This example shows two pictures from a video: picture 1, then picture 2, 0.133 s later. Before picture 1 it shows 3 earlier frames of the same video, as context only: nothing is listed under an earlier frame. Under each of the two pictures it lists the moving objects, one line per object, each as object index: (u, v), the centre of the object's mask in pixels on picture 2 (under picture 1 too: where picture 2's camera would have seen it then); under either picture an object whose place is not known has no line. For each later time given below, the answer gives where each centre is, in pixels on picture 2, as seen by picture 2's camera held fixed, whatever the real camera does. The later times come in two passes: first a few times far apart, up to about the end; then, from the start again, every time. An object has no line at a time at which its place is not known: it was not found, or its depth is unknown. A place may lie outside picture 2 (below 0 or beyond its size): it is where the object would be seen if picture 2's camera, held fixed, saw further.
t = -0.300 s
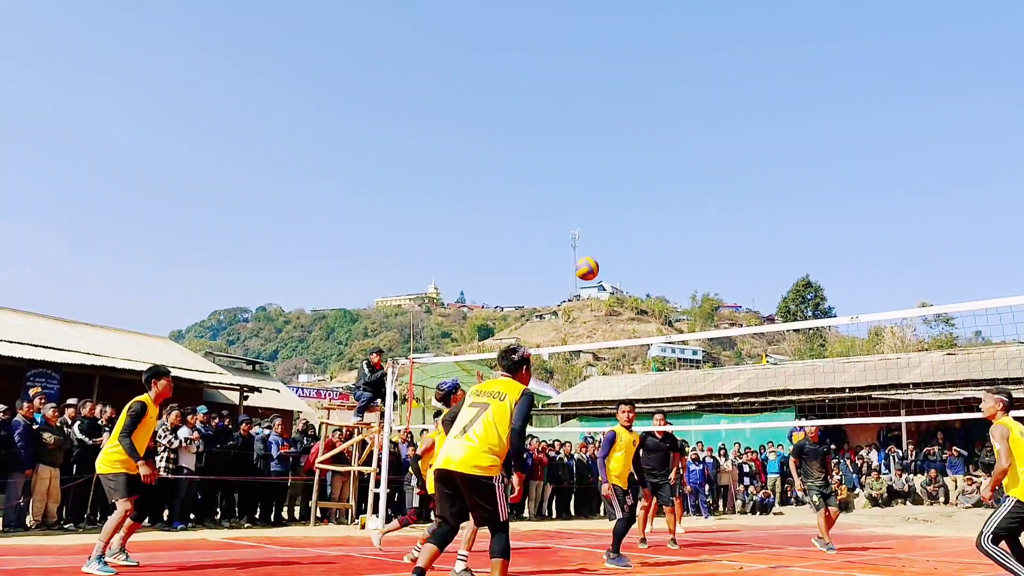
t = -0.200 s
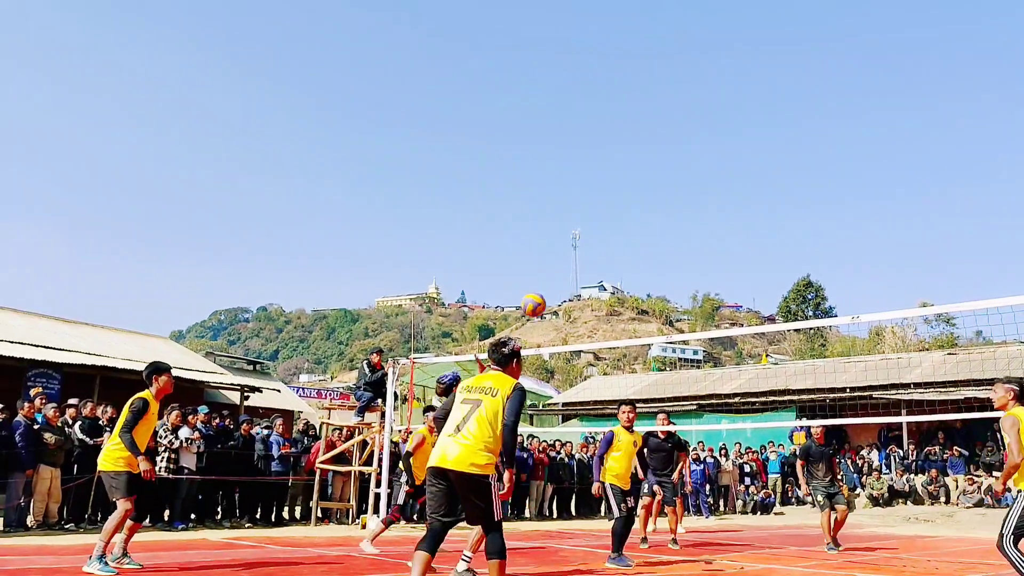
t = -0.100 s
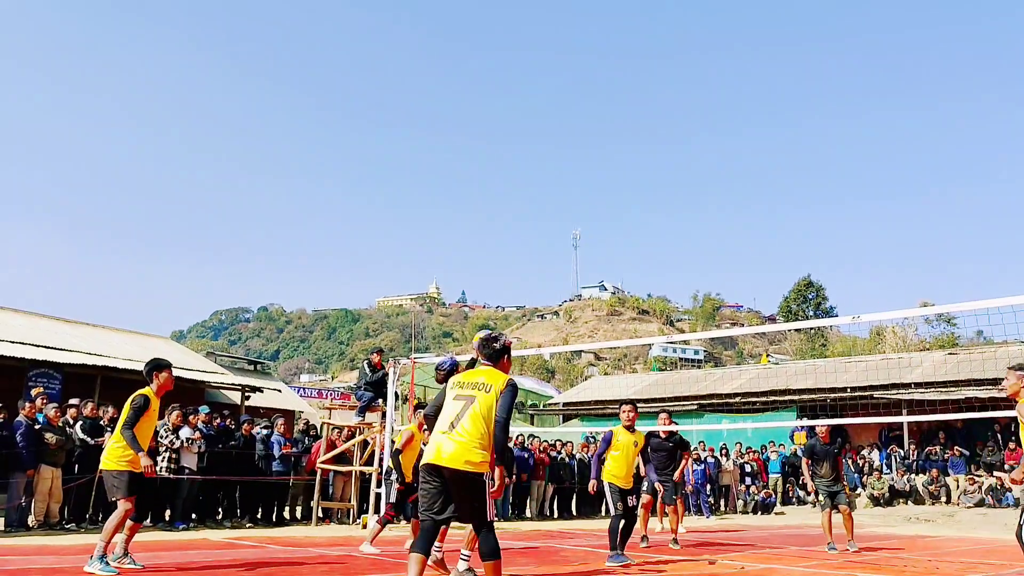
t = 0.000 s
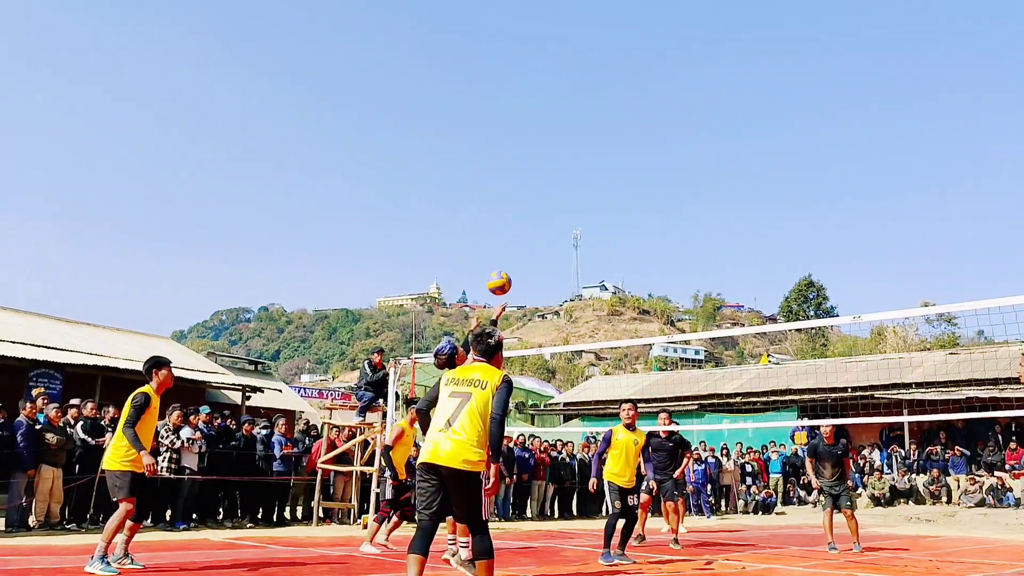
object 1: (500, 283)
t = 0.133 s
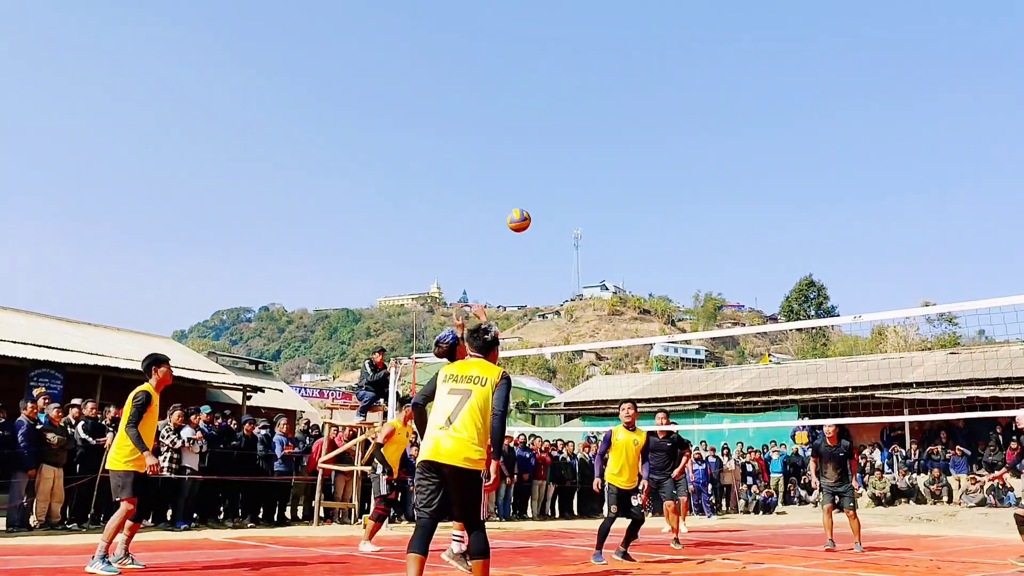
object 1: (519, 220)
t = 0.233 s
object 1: (532, 189)
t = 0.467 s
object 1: (563, 159)
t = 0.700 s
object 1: (592, 185)
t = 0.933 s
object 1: (618, 264)
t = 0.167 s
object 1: (523, 208)
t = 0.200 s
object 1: (528, 198)
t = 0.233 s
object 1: (532, 189)
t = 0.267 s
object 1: (537, 181)
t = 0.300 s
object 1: (541, 174)
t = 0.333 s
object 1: (546, 169)
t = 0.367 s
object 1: (550, 165)
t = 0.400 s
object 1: (554, 162)
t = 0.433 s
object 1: (559, 160)
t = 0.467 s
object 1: (563, 159)
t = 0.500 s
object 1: (567, 160)
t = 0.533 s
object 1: (572, 161)
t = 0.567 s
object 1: (576, 164)
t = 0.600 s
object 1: (580, 168)
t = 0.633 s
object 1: (584, 173)
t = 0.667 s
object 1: (588, 178)
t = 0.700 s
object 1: (592, 185)
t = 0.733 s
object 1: (596, 194)
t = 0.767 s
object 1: (600, 203)
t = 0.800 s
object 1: (603, 213)
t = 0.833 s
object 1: (607, 224)
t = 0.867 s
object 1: (611, 237)
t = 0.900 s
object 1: (615, 250)
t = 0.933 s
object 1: (618, 264)
